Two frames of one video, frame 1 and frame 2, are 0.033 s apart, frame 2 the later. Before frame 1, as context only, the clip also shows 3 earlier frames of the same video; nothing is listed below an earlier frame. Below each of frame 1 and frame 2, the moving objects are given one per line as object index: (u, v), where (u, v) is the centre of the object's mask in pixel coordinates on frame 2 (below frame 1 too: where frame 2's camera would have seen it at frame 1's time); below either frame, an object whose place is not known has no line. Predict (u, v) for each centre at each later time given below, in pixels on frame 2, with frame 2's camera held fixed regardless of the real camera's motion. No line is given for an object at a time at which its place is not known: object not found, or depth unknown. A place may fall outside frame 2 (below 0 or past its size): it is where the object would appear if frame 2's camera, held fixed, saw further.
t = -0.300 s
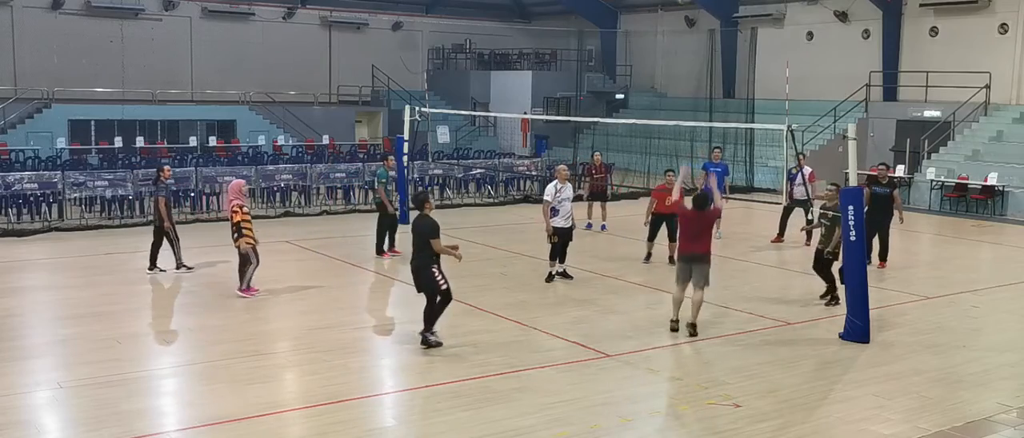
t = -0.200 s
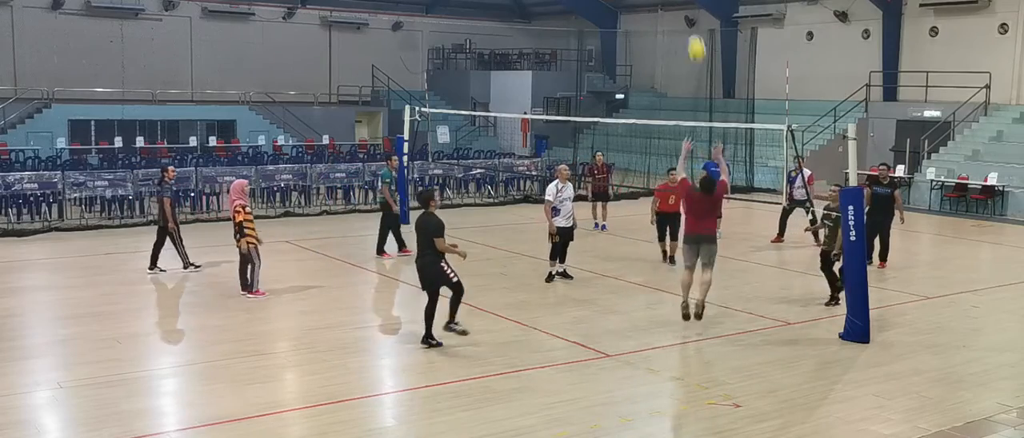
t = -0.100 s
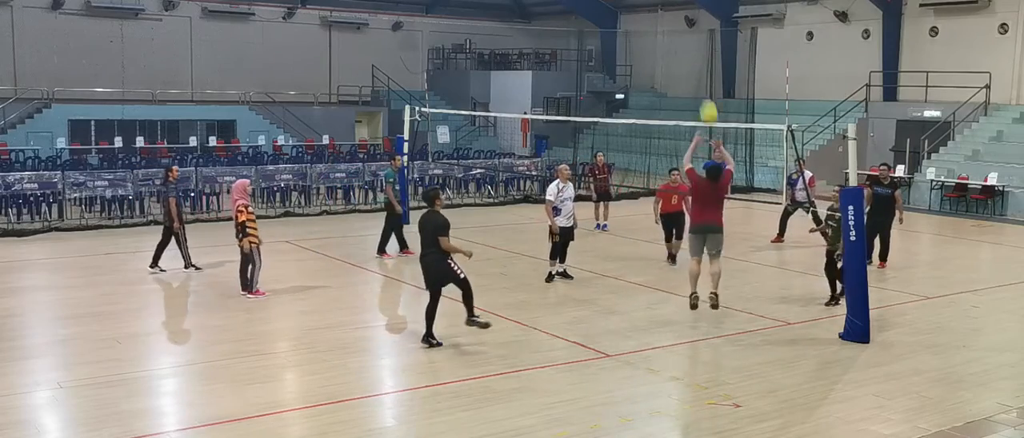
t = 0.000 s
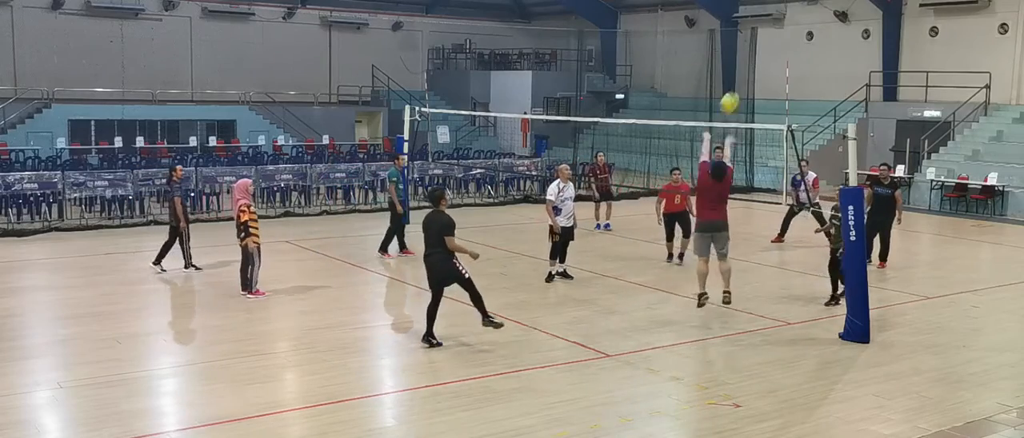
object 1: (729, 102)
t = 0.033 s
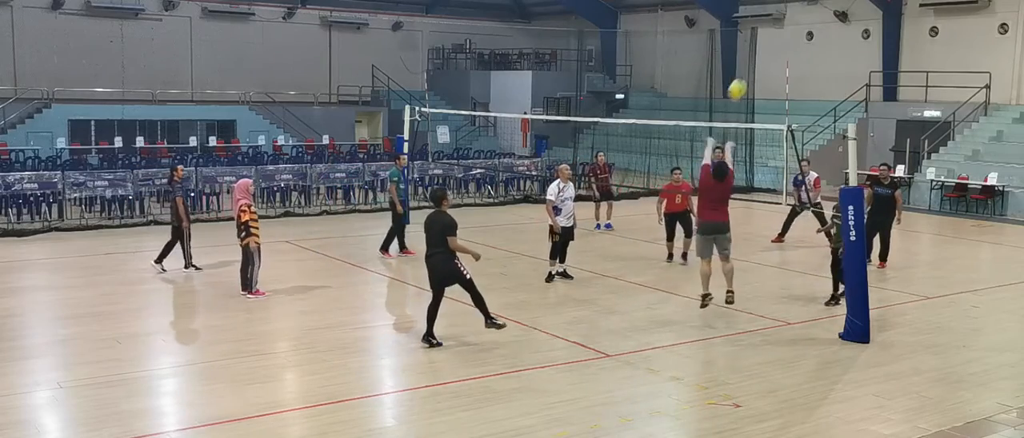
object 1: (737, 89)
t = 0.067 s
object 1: (745, 77)
